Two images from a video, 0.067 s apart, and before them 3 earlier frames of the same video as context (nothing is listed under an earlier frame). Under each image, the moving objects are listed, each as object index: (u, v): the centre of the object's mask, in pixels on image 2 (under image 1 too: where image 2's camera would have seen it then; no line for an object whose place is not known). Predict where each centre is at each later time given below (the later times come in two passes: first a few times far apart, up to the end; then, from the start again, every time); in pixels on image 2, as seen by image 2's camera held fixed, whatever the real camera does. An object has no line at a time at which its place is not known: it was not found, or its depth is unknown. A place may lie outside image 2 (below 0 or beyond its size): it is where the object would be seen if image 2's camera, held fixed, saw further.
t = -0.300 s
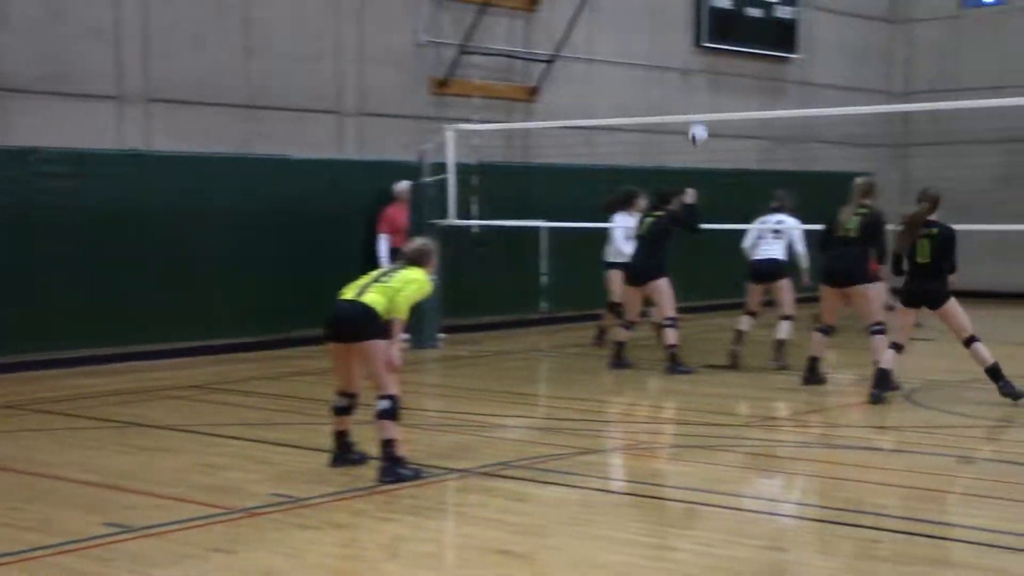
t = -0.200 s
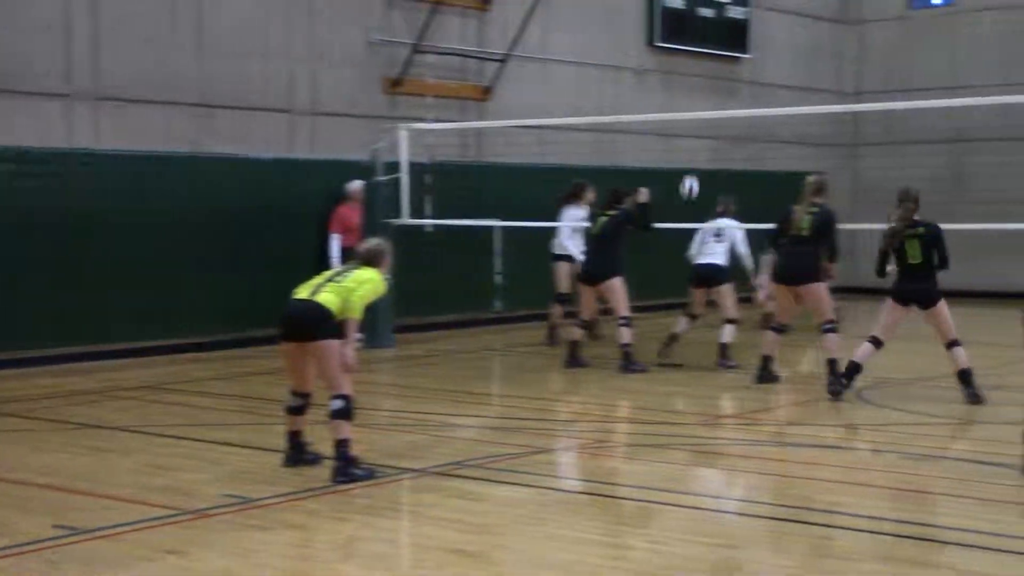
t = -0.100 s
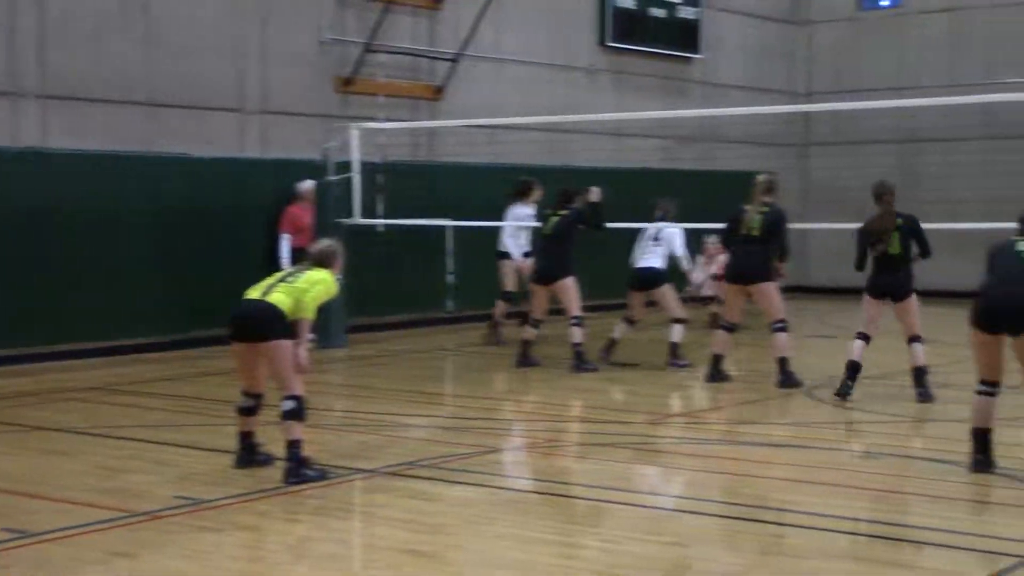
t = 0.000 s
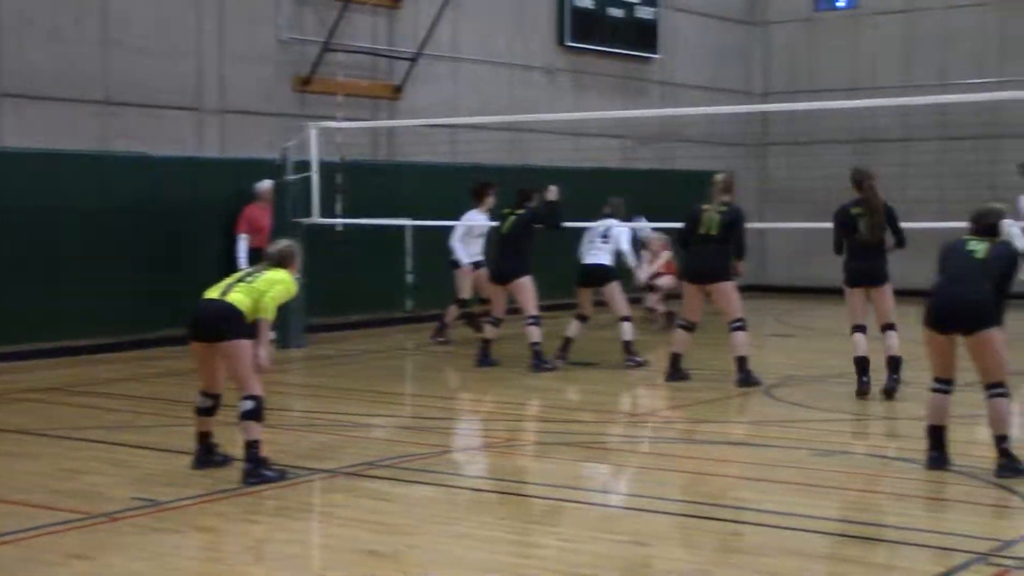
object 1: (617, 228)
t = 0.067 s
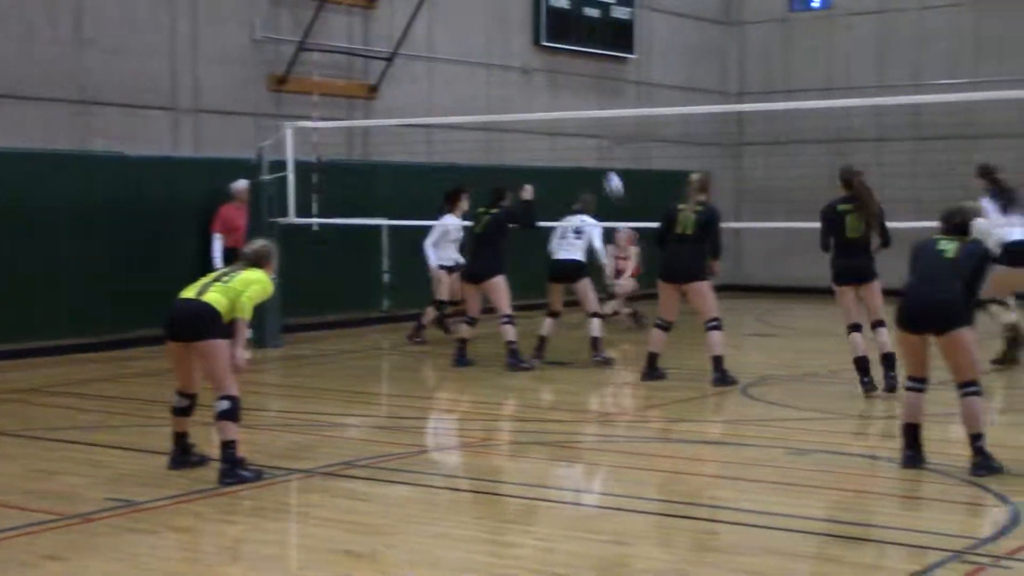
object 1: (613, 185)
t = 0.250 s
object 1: (599, 82)
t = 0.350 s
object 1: (591, 39)
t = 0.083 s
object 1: (612, 175)
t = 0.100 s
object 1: (613, 165)
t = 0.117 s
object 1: (612, 154)
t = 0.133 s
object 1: (609, 144)
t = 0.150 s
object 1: (607, 135)
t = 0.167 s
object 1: (606, 126)
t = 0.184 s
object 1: (606, 118)
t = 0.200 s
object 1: (602, 104)
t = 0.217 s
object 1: (603, 96)
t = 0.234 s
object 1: (601, 90)
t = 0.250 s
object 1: (599, 82)
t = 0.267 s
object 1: (598, 75)
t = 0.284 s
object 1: (598, 68)
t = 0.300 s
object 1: (595, 60)
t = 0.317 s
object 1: (594, 51)
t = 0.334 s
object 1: (592, 44)
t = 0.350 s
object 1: (591, 39)
